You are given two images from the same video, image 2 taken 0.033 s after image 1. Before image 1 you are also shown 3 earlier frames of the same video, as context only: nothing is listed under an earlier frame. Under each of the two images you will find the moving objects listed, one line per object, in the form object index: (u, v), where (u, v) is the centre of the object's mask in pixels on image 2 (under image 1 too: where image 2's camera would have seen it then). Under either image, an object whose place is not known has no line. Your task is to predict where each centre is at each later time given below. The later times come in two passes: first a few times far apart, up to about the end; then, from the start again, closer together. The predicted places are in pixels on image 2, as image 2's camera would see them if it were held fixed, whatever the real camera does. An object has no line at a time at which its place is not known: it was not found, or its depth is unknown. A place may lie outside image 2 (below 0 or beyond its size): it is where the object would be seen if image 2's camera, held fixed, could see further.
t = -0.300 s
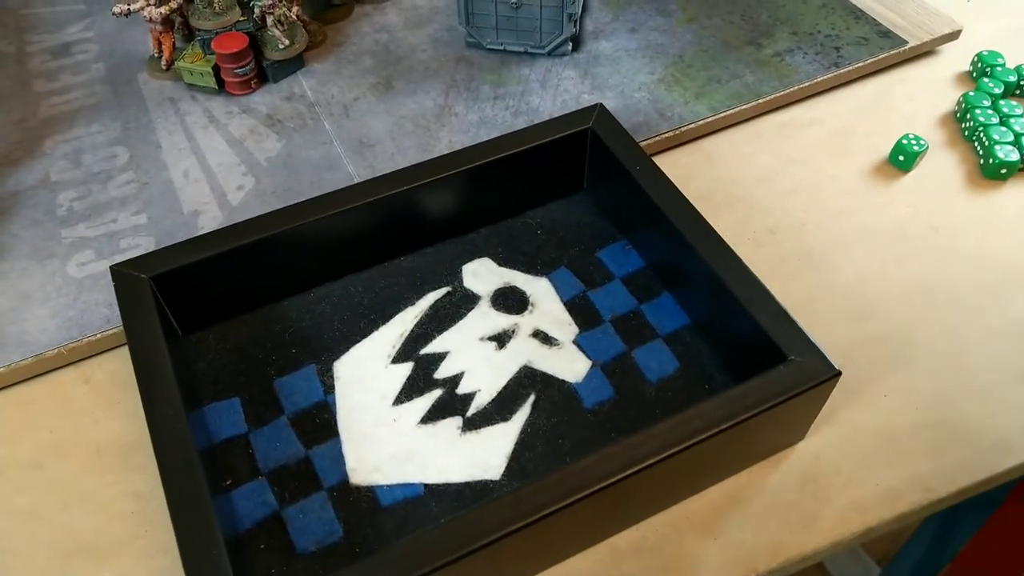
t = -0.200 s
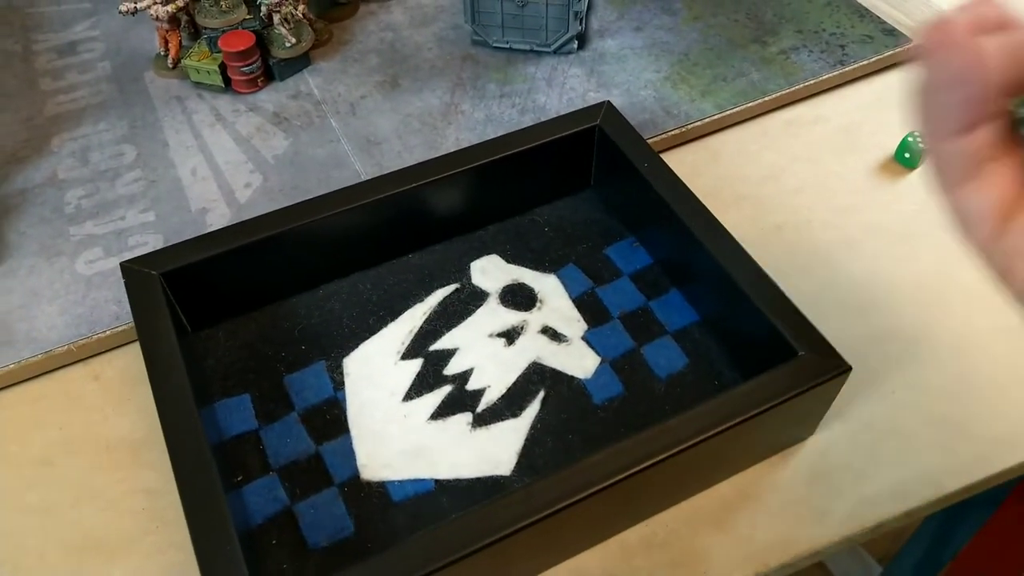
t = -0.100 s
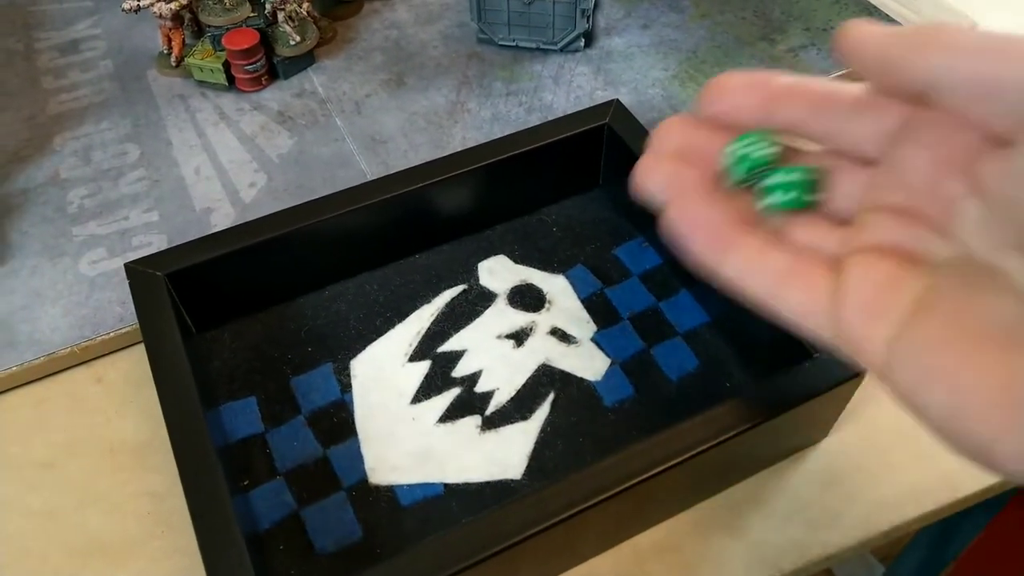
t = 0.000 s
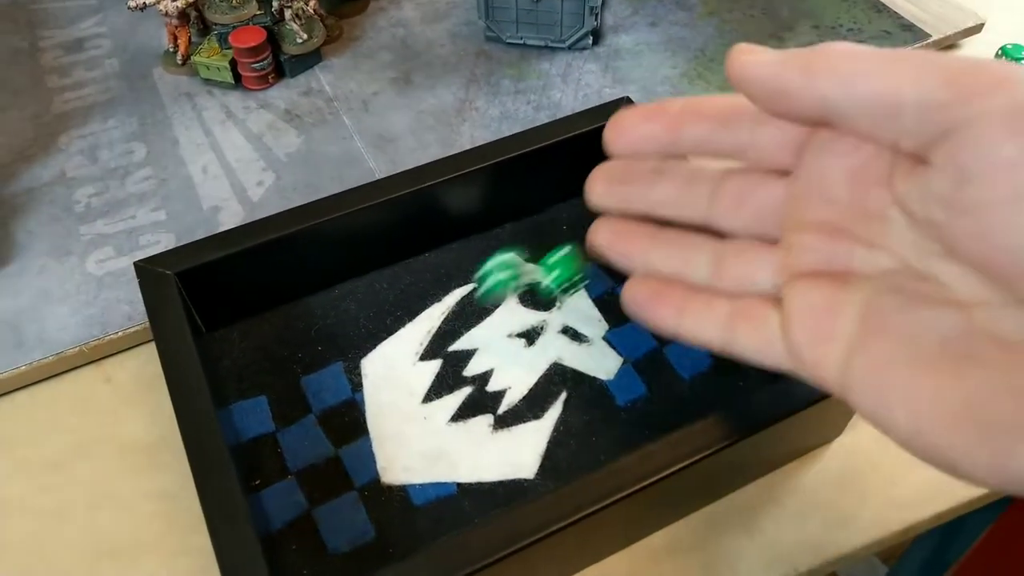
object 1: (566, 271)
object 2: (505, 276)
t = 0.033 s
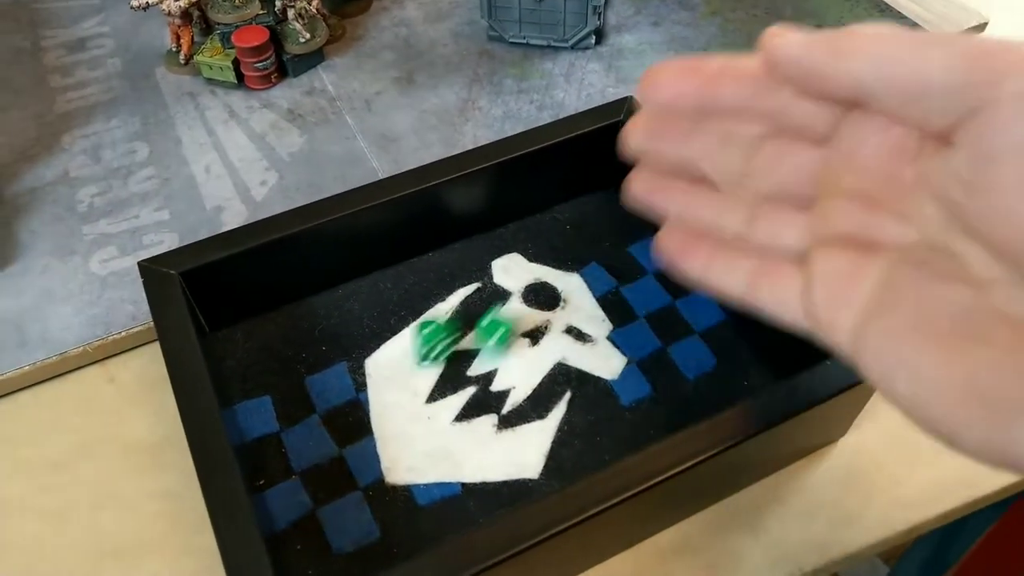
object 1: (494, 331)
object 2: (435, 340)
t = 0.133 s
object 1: (376, 296)
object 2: (322, 416)
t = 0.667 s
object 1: (330, 307)
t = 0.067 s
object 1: (452, 325)
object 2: (394, 347)
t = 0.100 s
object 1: (406, 319)
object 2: (355, 373)
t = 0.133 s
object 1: (376, 296)
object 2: (322, 416)
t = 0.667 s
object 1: (330, 307)
